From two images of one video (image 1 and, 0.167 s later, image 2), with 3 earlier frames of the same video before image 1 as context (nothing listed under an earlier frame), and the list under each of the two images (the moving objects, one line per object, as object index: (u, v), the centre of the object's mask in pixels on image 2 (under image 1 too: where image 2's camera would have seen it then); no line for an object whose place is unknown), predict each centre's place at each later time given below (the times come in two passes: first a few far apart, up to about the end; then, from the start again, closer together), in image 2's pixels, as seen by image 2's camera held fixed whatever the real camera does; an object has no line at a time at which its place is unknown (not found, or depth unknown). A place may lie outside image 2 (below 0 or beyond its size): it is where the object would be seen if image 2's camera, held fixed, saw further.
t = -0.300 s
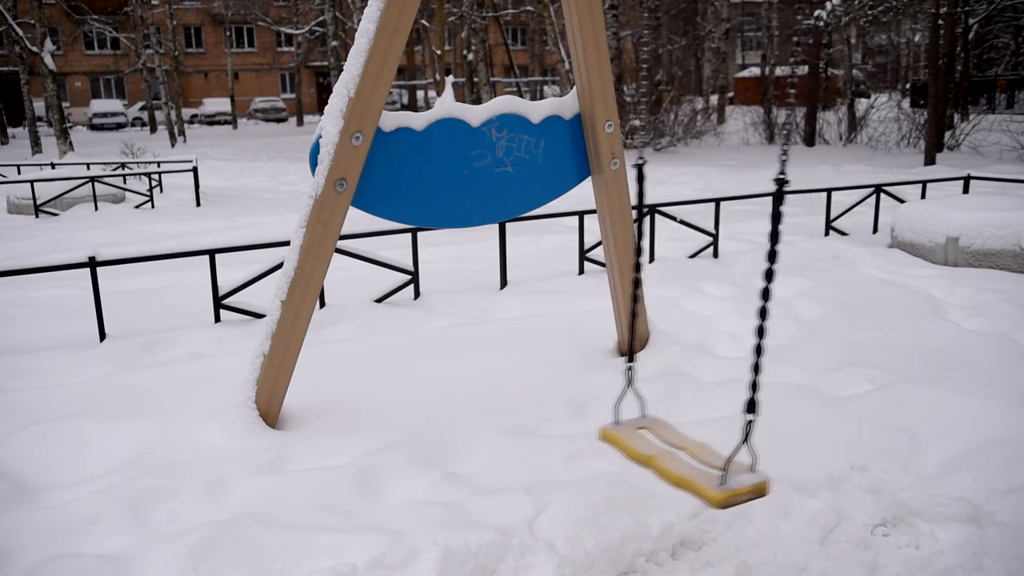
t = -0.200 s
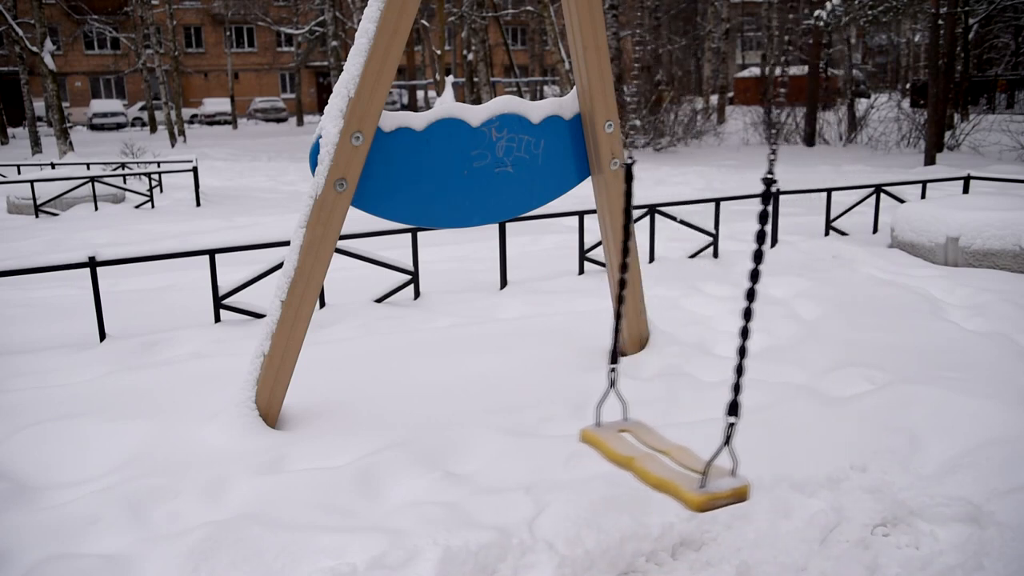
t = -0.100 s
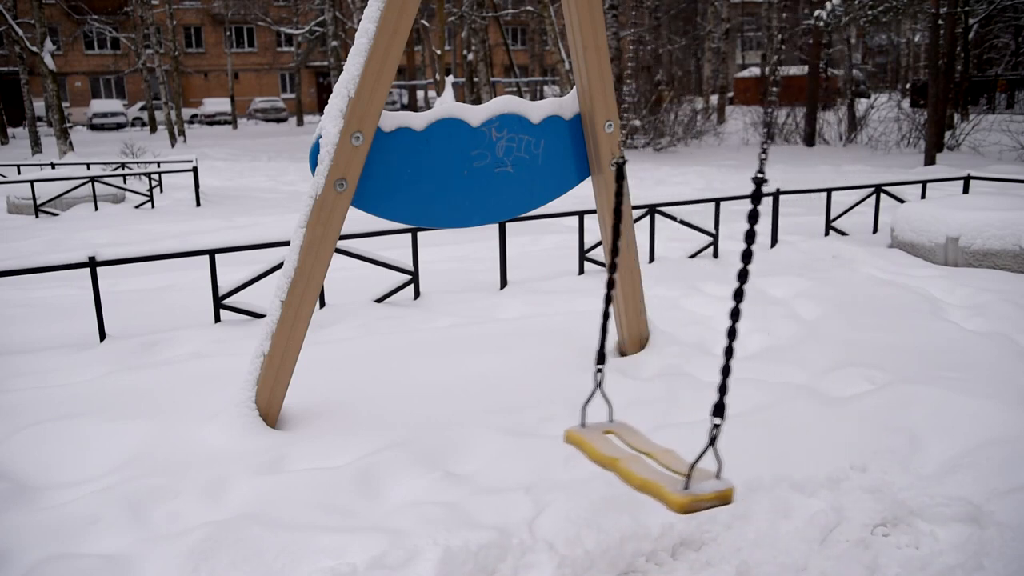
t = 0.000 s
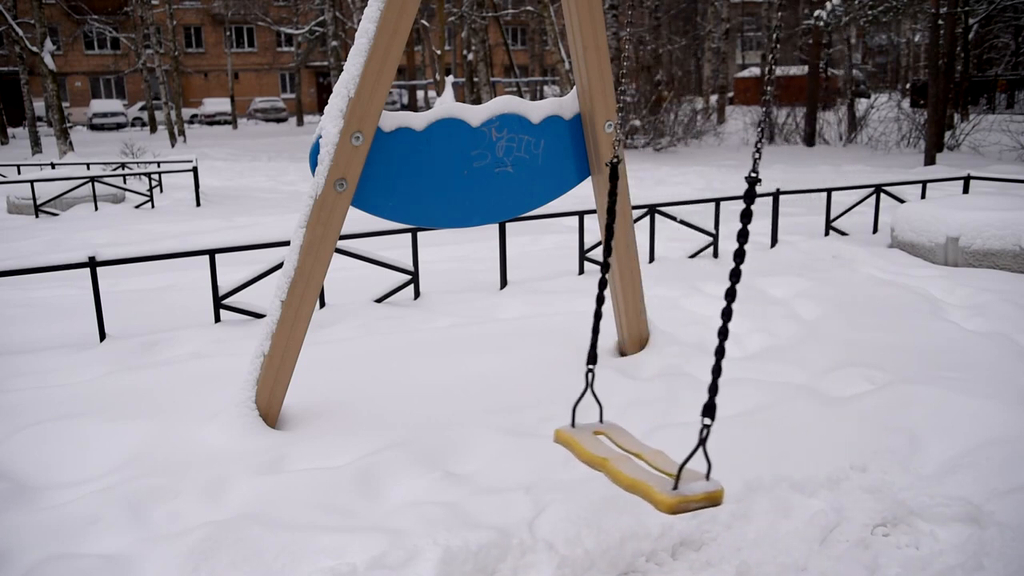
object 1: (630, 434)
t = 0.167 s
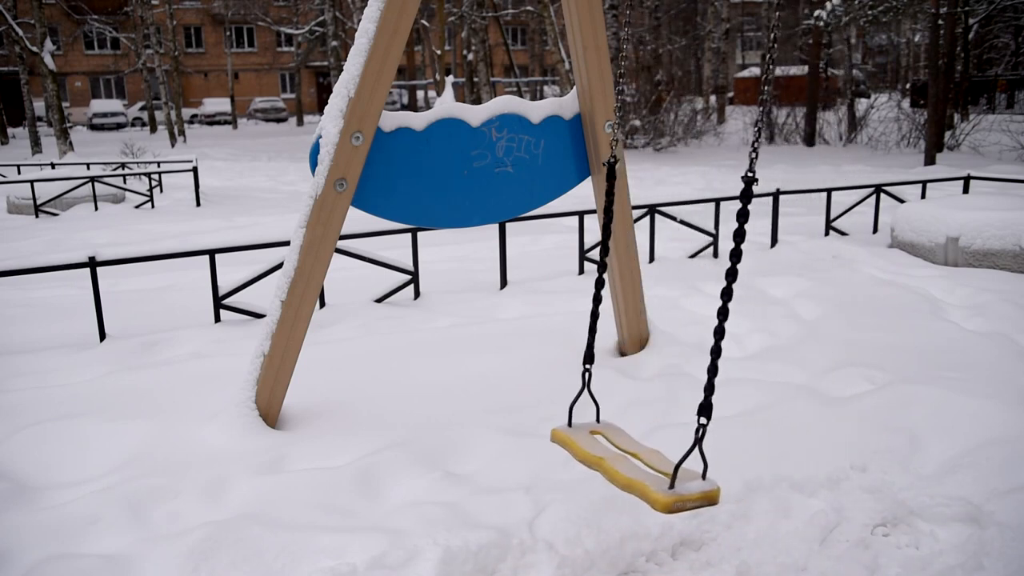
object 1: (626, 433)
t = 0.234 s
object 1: (630, 433)
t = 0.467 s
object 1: (660, 426)
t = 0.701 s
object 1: (710, 417)
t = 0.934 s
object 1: (756, 404)
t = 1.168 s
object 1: (784, 392)
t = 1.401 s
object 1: (786, 391)
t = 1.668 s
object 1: (760, 408)
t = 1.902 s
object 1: (714, 420)
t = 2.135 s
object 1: (666, 430)
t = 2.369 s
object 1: (631, 432)
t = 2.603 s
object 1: (626, 429)
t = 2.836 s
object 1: (660, 428)
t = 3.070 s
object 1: (710, 419)
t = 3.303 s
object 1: (755, 406)
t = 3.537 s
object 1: (782, 394)
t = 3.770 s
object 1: (785, 391)
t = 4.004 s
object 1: (764, 404)
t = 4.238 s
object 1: (723, 416)
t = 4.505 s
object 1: (668, 428)
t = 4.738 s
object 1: (634, 430)
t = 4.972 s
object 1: (633, 432)
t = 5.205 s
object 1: (660, 428)
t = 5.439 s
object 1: (707, 420)
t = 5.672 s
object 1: (753, 409)
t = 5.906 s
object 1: (780, 395)
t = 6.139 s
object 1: (782, 391)
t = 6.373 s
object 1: (763, 403)
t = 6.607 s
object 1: (724, 414)
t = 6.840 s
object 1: (678, 426)
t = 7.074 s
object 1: (642, 431)
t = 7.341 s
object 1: (634, 431)
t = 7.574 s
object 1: (662, 430)
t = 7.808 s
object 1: (706, 422)
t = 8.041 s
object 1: (750, 410)
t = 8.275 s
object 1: (776, 396)
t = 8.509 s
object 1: (779, 391)
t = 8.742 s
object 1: (762, 402)
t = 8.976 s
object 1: (725, 413)
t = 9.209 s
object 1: (681, 425)
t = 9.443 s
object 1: (647, 431)
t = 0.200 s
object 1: (626, 432)
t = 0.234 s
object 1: (630, 433)
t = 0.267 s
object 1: (633, 432)
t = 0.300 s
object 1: (637, 432)
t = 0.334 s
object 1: (640, 431)
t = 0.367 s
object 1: (645, 430)
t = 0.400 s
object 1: (649, 429)
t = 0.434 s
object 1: (654, 427)
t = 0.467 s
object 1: (660, 426)
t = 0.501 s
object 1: (668, 426)
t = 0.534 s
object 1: (677, 426)
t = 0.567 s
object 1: (683, 426)
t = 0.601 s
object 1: (690, 423)
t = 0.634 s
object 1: (697, 422)
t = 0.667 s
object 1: (702, 418)
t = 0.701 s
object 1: (710, 417)
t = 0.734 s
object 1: (718, 415)
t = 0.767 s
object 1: (723, 412)
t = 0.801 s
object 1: (731, 410)
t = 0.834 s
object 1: (738, 410)
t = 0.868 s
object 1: (744, 408)
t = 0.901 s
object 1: (751, 406)
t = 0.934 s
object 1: (756, 404)
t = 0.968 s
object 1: (762, 404)
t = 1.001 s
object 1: (765, 400)
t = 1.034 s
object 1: (771, 399)
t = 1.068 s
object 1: (775, 397)
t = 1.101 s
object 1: (778, 395)
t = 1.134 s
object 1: (781, 393)
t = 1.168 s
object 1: (784, 392)
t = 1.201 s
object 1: (785, 391)
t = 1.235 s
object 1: (786, 390)
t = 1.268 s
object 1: (787, 389)
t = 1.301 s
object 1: (787, 389)
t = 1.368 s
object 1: (787, 390)
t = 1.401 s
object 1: (786, 391)
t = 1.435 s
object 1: (784, 392)
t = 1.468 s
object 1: (782, 394)
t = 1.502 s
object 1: (780, 396)
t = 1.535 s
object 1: (777, 399)
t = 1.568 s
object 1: (773, 400)
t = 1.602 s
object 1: (769, 403)
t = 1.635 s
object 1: (764, 405)
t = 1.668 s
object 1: (760, 408)
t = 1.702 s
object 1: (754, 409)
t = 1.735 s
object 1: (748, 411)
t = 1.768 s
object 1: (742, 414)
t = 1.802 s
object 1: (736, 415)
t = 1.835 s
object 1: (728, 416)
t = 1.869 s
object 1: (722, 418)
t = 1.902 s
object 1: (714, 420)
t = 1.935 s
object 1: (707, 422)
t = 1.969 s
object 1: (700, 423)
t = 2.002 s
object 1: (692, 425)
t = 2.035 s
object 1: (686, 426)
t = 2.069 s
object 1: (678, 427)
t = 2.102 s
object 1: (673, 430)
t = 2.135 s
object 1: (666, 430)
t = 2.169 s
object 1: (658, 430)
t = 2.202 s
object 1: (653, 431)
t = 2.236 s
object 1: (647, 431)
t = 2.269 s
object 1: (642, 431)
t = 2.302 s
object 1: (638, 431)
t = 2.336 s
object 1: (635, 433)
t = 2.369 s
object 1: (631, 432)
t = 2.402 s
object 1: (627, 431)
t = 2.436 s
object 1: (628, 433)
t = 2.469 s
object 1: (626, 432)
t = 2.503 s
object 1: (626, 432)
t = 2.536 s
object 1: (626, 431)
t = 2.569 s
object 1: (626, 430)
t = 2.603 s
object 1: (626, 429)
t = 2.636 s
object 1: (633, 431)
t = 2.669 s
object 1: (634, 430)
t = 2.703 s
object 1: (638, 430)
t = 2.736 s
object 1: (645, 430)
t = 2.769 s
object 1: (648, 429)
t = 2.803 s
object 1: (654, 428)
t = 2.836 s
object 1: (660, 428)
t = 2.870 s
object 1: (667, 427)
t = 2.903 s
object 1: (674, 426)
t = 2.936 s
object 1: (681, 425)
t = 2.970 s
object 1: (690, 426)
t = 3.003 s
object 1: (696, 423)
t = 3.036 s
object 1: (701, 420)
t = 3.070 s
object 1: (710, 419)
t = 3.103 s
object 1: (717, 418)
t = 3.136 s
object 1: (723, 415)
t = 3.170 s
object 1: (730, 413)
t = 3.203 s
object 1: (737, 411)
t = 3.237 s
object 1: (743, 409)
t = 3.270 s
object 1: (749, 408)
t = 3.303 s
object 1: (755, 406)
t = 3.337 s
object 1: (760, 404)
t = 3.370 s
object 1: (765, 403)
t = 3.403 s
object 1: (769, 401)
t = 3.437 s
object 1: (773, 400)
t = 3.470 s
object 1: (777, 397)
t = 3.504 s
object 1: (780, 395)
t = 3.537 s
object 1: (782, 394)
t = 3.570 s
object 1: (784, 393)
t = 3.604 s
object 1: (785, 391)
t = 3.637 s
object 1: (786, 391)
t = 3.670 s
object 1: (786, 391)
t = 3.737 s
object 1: (786, 391)
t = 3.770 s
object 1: (785, 391)
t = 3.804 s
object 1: (783, 393)
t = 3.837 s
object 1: (782, 394)
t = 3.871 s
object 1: (779, 396)
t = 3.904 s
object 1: (776, 398)
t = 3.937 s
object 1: (772, 399)
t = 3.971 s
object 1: (768, 401)
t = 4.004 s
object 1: (764, 404)
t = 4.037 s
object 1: (760, 406)
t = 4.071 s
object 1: (754, 408)
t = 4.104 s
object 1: (748, 410)
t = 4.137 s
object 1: (743, 412)
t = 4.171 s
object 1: (737, 413)
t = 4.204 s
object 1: (729, 414)
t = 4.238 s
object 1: (723, 416)
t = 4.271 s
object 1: (717, 419)
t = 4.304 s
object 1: (709, 420)
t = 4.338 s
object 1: (702, 422)
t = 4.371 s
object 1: (694, 423)
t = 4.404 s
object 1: (688, 425)
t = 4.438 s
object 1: (681, 426)
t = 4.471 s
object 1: (675, 428)
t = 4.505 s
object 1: (668, 428)
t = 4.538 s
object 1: (662, 429)
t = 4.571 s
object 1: (657, 430)
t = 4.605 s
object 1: (651, 430)
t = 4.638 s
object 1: (645, 430)
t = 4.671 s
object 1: (641, 430)
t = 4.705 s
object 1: (637, 430)
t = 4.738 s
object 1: (634, 430)
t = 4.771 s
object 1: (630, 430)
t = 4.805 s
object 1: (629, 430)
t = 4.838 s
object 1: (629, 431)
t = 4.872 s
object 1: (626, 430)
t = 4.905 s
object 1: (627, 430)
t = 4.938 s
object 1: (629, 430)
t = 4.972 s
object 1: (633, 432)
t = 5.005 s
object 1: (634, 430)
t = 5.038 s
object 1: (638, 431)
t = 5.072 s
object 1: (641, 430)
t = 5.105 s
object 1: (645, 430)
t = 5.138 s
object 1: (650, 430)
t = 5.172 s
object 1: (654, 429)
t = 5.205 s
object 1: (660, 428)
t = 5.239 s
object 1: (668, 429)
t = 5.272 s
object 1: (674, 427)
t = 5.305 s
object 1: (681, 426)
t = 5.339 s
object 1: (687, 425)
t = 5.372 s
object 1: (694, 423)
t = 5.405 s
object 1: (702, 422)
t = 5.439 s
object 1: (707, 420)
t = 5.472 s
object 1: (715, 419)
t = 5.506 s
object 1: (722, 417)
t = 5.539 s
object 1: (729, 415)
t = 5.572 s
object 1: (735, 413)
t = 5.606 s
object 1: (742, 412)
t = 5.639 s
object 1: (747, 410)
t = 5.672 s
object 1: (753, 409)
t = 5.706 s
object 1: (758, 406)
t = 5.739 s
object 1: (763, 406)
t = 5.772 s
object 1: (767, 402)
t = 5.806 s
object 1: (771, 401)
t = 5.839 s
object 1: (774, 399)
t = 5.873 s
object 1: (777, 397)
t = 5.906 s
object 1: (780, 395)
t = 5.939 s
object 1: (781, 393)
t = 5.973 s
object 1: (783, 392)
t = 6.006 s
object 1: (784, 392)
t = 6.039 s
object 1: (784, 391)
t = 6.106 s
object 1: (783, 391)
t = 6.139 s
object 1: (782, 391)
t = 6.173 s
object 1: (781, 392)
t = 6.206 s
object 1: (779, 393)
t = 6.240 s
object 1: (777, 396)
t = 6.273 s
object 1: (775, 397)
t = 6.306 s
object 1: (771, 398)
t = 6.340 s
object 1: (767, 400)
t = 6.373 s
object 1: (763, 403)
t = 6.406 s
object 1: (759, 405)
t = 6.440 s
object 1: (754, 407)
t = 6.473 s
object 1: (748, 408)
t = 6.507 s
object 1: (743, 410)
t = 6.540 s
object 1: (737, 413)
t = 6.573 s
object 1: (730, 413)
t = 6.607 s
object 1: (724, 414)
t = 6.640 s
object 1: (718, 417)
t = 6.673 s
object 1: (711, 418)
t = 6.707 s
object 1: (703, 420)
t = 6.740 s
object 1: (698, 422)
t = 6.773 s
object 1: (690, 422)
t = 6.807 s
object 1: (683, 425)
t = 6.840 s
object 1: (678, 426)
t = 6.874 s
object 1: (671, 427)
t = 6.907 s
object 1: (667, 430)
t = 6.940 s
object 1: (659, 429)
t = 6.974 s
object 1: (654, 429)
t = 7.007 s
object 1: (650, 430)
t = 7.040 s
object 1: (644, 429)
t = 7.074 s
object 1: (642, 431)
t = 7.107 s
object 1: (638, 430)
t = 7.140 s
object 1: (634, 430)
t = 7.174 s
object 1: (633, 430)
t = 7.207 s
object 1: (634, 432)
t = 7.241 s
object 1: (632, 431)
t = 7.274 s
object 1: (632, 431)
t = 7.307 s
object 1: (632, 430)
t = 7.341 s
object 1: (634, 431)
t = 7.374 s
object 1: (636, 430)
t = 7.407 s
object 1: (638, 430)
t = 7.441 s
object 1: (643, 431)
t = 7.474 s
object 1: (646, 430)
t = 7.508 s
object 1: (654, 432)
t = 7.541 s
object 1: (657, 430)
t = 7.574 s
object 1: (662, 430)
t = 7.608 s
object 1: (668, 429)
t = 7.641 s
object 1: (674, 428)
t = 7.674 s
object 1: (681, 428)
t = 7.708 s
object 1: (688, 427)
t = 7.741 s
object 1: (693, 425)
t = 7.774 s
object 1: (700, 423)
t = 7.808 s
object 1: (706, 422)
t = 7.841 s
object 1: (714, 420)
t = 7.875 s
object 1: (721, 419)
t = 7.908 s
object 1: (726, 416)
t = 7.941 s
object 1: (733, 414)
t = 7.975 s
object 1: (739, 414)
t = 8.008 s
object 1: (745, 412)
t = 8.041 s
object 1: (750, 410)
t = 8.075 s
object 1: (755, 407)
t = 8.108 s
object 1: (759, 405)
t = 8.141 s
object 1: (763, 404)
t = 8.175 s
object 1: (767, 401)
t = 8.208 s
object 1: (770, 399)
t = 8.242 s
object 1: (773, 398)
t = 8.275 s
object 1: (776, 396)
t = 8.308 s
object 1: (778, 395)
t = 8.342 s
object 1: (779, 393)
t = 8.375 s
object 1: (780, 392)
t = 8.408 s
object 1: (780, 391)
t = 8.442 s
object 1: (780, 391)
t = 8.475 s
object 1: (780, 391)
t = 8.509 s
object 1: (779, 391)
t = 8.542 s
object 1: (778, 393)
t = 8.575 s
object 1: (777, 394)
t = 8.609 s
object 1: (775, 395)
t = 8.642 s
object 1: (772, 396)
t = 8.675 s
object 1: (769, 398)
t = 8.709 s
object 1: (765, 400)
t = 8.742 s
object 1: (762, 402)
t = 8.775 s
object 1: (758, 404)
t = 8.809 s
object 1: (753, 405)
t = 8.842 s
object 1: (748, 406)
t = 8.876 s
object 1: (743, 409)
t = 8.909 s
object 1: (738, 411)
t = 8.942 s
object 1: (731, 412)
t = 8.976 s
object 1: (725, 413)
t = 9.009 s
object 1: (719, 415)
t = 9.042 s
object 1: (713, 418)
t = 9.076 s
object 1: (706, 419)
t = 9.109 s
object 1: (699, 420)
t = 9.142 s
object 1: (694, 423)
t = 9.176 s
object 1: (688, 424)
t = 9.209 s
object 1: (681, 425)
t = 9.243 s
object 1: (674, 426)
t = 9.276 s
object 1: (670, 427)
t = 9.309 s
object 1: (663, 428)
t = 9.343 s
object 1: (660, 430)
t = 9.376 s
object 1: (654, 429)
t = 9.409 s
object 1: (650, 430)
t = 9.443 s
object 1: (647, 431)
